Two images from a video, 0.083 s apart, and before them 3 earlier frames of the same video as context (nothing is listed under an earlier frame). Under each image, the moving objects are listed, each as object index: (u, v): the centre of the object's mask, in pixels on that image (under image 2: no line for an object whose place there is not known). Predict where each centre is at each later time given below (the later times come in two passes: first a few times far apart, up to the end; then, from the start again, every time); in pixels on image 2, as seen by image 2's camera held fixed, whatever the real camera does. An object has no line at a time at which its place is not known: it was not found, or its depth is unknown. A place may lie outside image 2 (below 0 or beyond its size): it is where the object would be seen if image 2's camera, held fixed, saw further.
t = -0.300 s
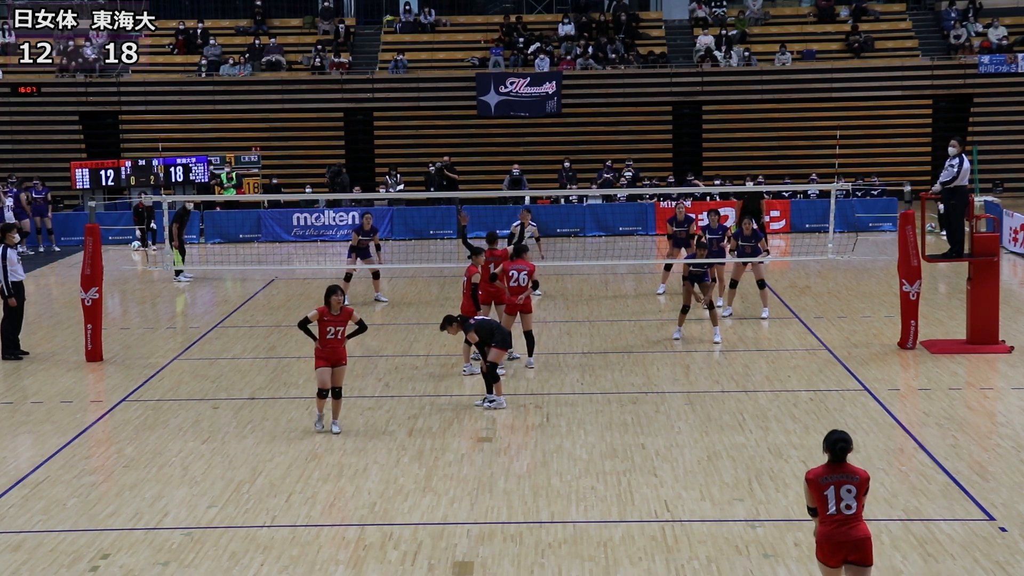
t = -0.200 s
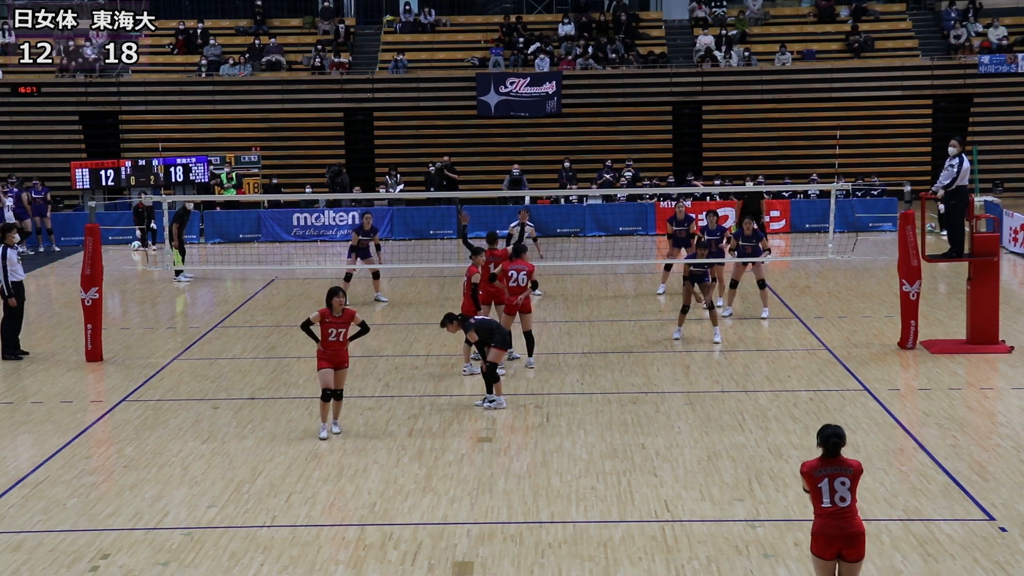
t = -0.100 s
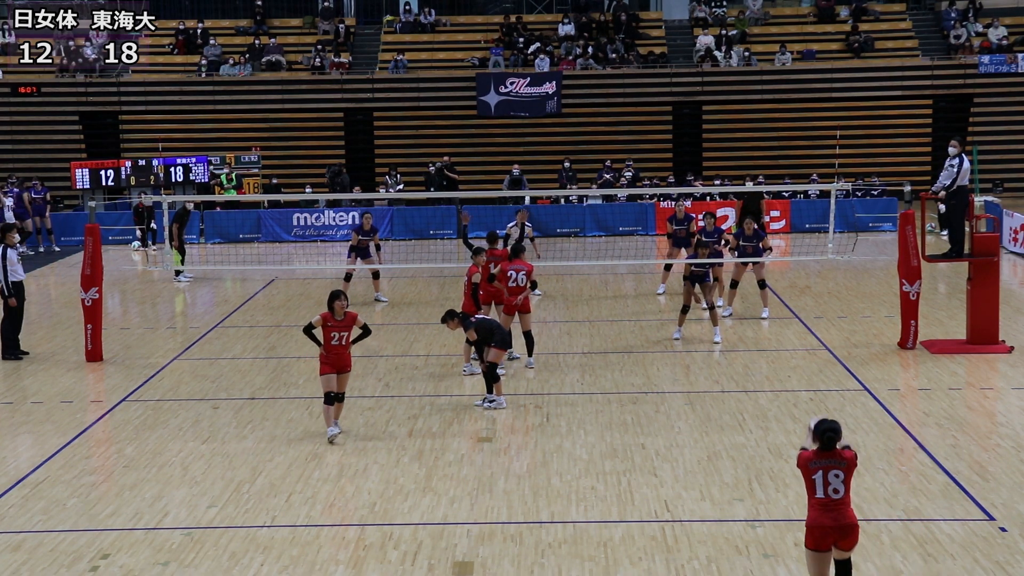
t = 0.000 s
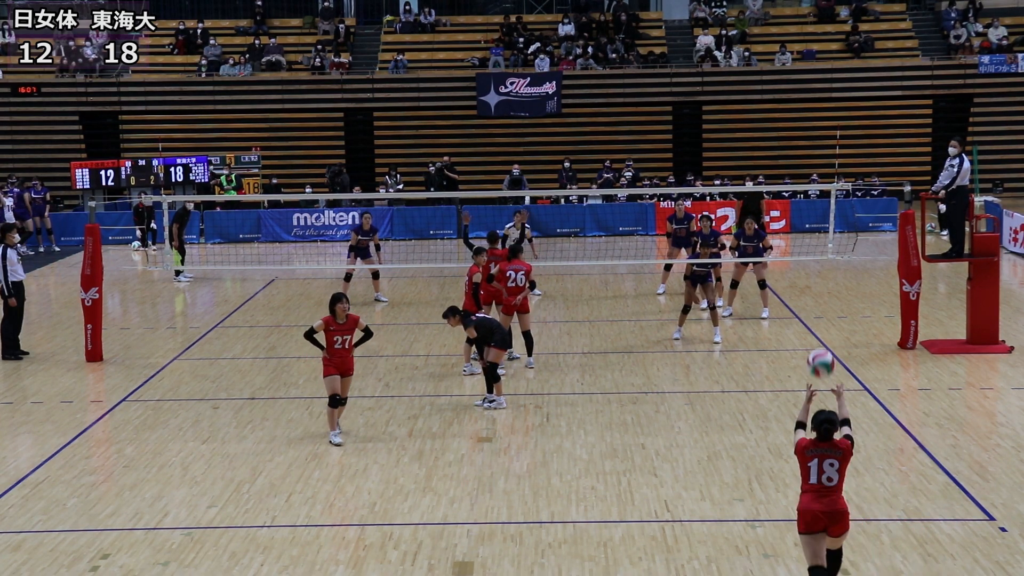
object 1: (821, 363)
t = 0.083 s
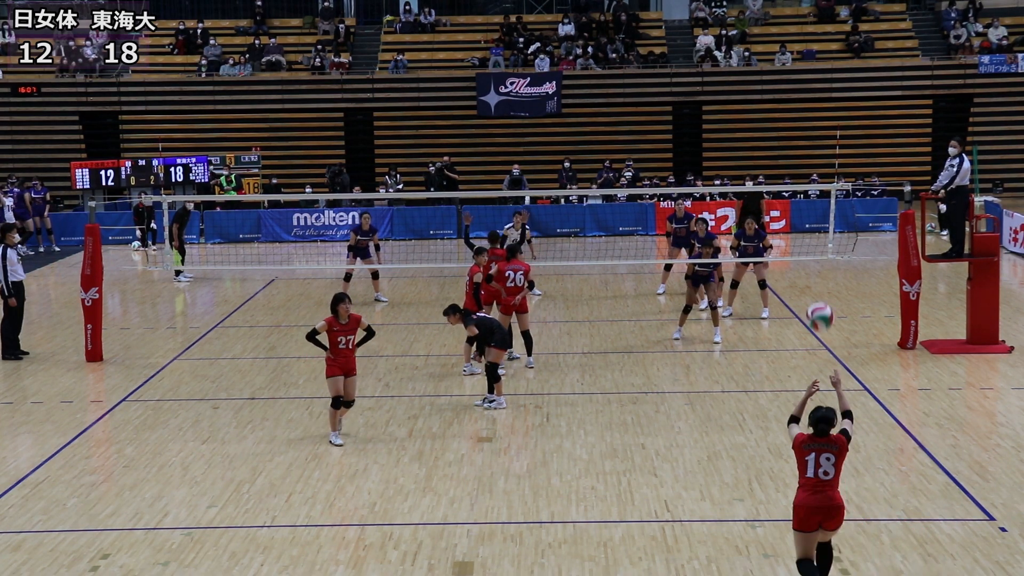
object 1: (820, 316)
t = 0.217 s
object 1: (818, 263)
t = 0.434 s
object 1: (815, 226)
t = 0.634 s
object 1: (812, 243)
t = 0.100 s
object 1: (819, 308)
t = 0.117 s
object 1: (819, 301)
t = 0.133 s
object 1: (819, 293)
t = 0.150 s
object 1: (819, 286)
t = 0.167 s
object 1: (818, 280)
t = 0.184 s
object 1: (818, 274)
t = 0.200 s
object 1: (818, 268)
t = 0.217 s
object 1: (818, 263)
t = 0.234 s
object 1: (818, 258)
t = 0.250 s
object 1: (818, 253)
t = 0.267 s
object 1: (817, 249)
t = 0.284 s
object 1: (817, 245)
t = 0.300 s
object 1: (817, 241)
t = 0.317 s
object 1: (816, 238)
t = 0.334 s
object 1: (816, 235)
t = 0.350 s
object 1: (816, 233)
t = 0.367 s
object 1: (815, 231)
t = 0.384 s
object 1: (815, 229)
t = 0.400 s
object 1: (815, 227)
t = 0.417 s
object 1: (815, 226)
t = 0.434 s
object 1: (815, 226)
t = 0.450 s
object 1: (815, 225)
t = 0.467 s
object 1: (815, 225)
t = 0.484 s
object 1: (814, 226)
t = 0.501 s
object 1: (814, 226)
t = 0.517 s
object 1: (814, 227)
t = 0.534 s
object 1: (814, 229)
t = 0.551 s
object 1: (813, 230)
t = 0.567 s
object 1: (813, 232)
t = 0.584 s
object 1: (813, 234)
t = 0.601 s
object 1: (813, 237)
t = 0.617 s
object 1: (813, 240)
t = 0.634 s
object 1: (812, 243)
